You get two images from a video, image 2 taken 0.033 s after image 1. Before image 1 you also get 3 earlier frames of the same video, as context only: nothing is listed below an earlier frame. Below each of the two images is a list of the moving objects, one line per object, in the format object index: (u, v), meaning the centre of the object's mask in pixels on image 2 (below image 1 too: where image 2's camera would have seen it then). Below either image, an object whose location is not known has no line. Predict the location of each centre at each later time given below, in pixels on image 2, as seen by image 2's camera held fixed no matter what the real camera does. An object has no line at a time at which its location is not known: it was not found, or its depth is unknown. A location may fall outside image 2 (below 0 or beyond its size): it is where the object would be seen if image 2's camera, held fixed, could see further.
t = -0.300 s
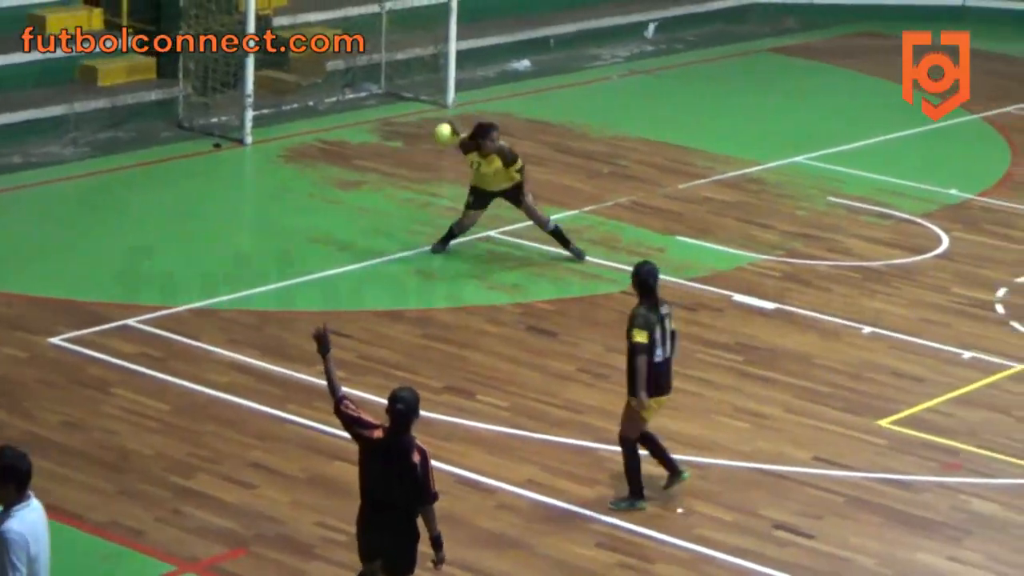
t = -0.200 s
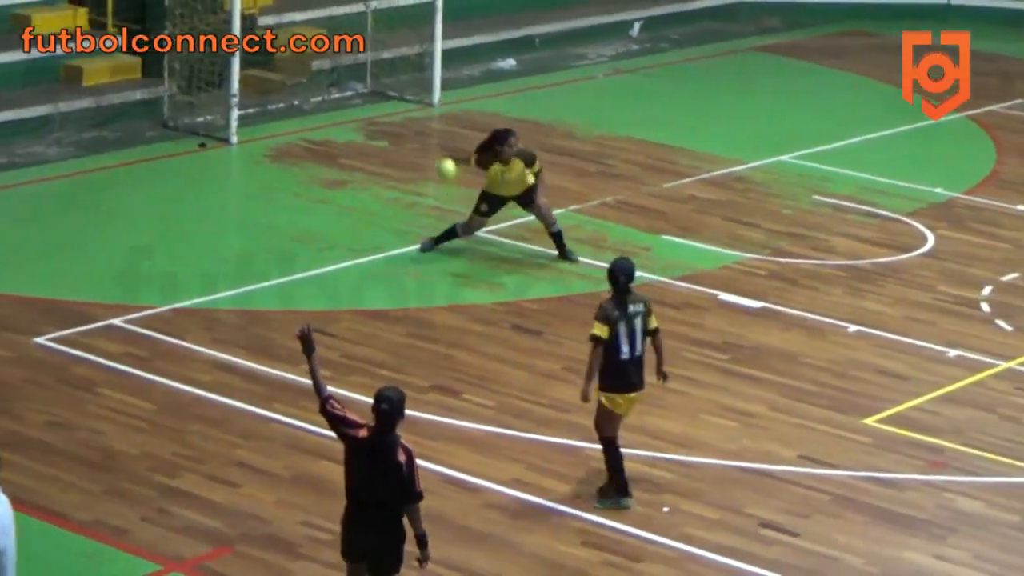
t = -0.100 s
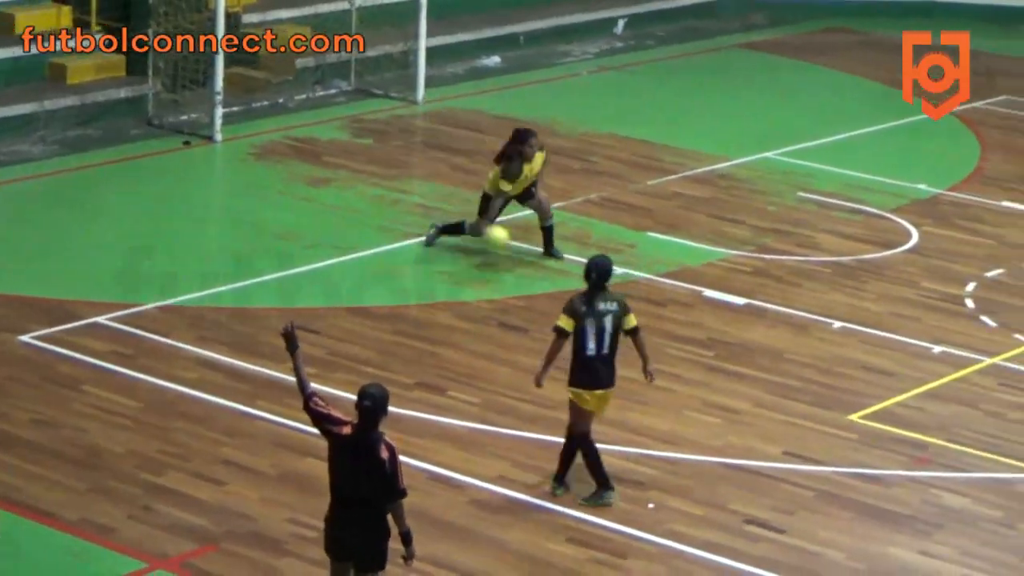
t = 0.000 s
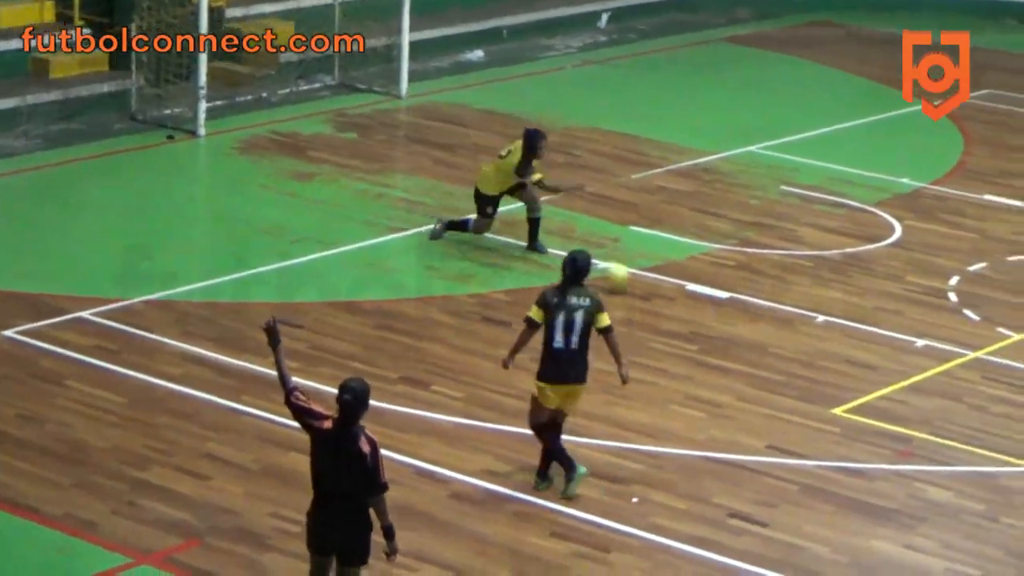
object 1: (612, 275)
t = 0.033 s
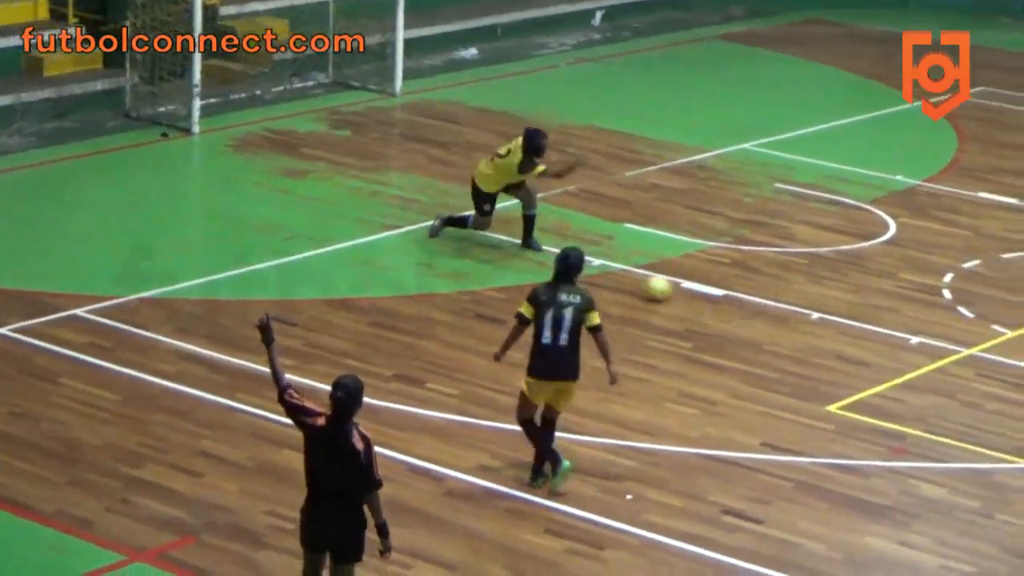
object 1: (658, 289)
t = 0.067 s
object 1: (699, 297)
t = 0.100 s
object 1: (742, 300)
